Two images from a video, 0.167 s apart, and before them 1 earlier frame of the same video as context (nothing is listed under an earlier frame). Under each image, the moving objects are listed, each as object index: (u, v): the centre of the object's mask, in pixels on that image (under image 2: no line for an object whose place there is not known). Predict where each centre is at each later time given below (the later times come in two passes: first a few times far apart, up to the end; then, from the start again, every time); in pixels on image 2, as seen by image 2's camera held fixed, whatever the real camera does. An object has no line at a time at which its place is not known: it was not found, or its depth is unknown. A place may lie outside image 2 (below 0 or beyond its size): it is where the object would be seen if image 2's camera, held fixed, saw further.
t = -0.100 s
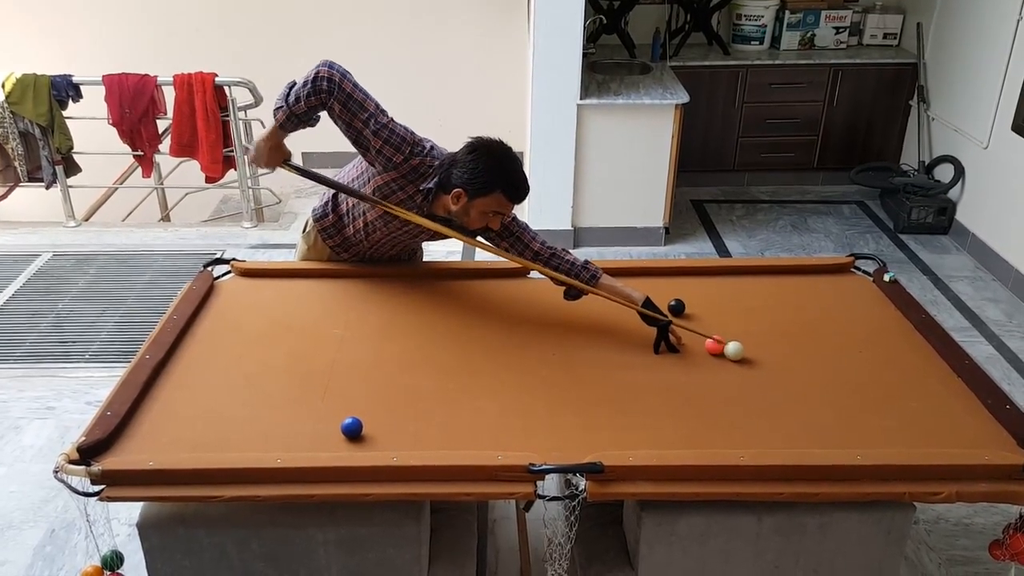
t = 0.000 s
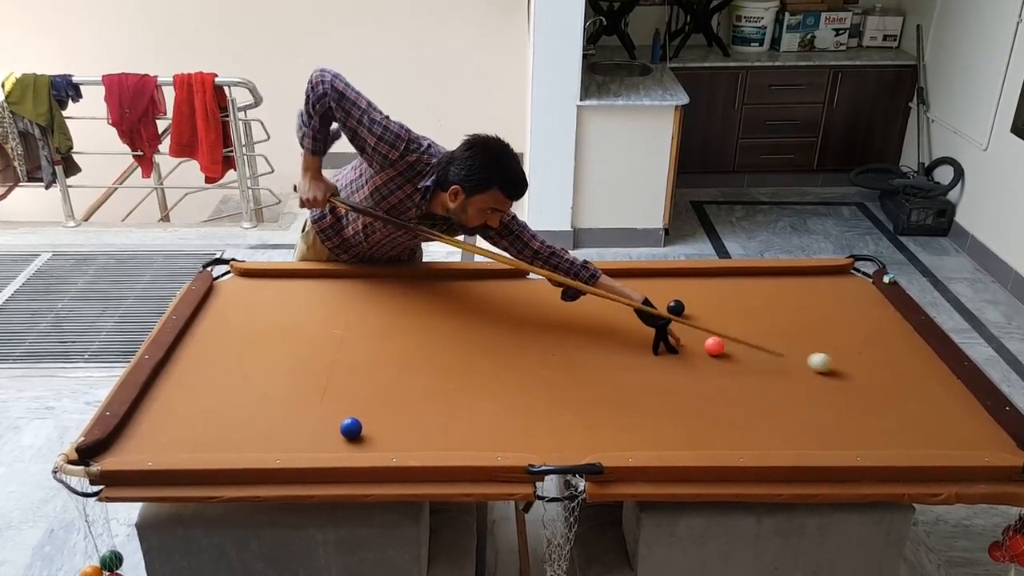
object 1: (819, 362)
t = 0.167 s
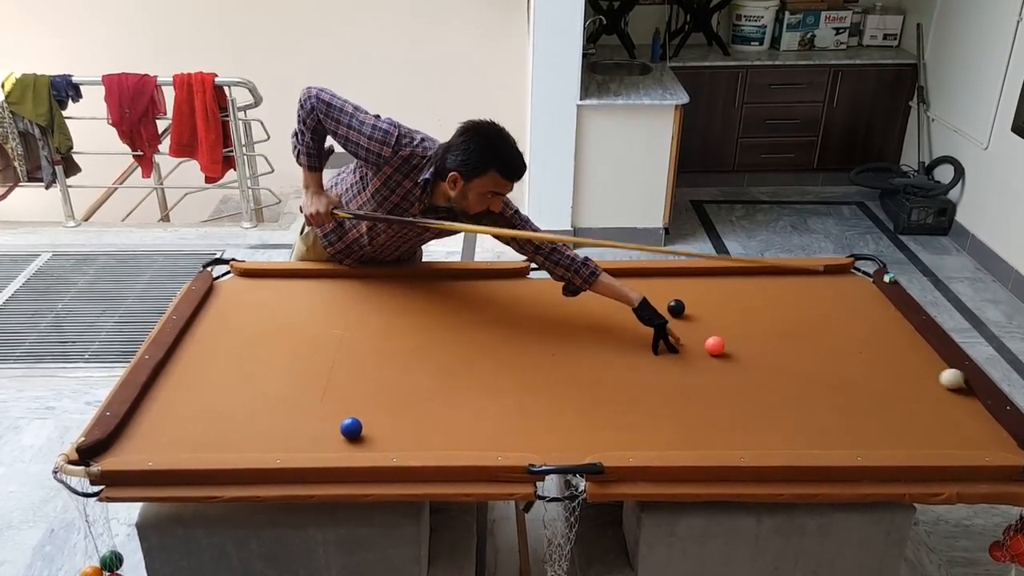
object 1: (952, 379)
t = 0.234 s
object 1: (915, 384)
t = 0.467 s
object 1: (822, 404)
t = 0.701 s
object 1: (735, 425)
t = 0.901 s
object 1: (659, 441)
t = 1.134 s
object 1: (576, 443)
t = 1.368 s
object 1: (501, 435)
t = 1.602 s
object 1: (431, 429)
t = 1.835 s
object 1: (372, 424)
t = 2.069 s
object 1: (357, 414)
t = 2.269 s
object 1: (345, 407)
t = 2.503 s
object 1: (334, 401)
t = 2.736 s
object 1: (326, 396)
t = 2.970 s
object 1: (319, 394)
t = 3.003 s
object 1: (318, 393)
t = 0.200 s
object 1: (933, 379)
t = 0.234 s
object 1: (915, 384)
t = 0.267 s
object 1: (900, 386)
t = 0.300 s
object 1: (884, 389)
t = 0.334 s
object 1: (870, 392)
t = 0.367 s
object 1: (857, 395)
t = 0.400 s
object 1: (846, 398)
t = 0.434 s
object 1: (834, 401)
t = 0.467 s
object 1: (822, 404)
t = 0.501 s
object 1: (810, 407)
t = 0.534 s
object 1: (798, 410)
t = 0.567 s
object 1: (785, 413)
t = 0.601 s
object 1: (773, 416)
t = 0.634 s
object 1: (760, 419)
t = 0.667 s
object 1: (748, 421)
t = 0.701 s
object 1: (735, 425)
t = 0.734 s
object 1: (723, 428)
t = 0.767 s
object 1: (710, 431)
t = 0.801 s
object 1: (697, 434)
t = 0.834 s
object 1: (685, 437)
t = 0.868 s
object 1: (672, 439)
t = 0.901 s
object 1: (659, 441)
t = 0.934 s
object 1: (646, 443)
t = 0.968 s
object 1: (633, 445)
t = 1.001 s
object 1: (620, 444)
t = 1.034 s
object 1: (609, 444)
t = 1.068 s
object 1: (598, 443)
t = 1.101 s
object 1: (587, 444)
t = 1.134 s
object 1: (576, 443)
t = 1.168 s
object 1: (565, 441)
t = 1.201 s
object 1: (554, 440)
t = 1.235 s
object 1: (543, 439)
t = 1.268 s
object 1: (533, 438)
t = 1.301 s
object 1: (522, 437)
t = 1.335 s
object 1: (511, 436)
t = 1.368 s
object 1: (501, 435)
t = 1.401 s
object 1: (490, 434)
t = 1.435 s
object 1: (480, 433)
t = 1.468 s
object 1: (470, 433)
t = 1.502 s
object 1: (460, 432)
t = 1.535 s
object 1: (451, 431)
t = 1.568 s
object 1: (441, 430)
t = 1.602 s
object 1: (431, 429)
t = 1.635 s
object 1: (421, 429)
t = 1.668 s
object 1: (412, 428)
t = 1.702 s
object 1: (403, 427)
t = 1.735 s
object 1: (393, 427)
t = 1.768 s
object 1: (384, 426)
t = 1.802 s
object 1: (375, 425)
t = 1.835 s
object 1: (372, 424)
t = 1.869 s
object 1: (370, 422)
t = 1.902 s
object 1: (368, 420)
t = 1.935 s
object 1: (366, 419)
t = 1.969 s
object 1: (363, 418)
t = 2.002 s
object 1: (361, 416)
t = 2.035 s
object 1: (359, 415)
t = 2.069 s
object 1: (357, 414)
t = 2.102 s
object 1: (355, 413)
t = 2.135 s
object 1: (353, 412)
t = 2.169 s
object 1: (351, 411)
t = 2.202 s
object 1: (349, 409)
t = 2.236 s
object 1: (347, 408)
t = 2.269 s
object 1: (345, 407)
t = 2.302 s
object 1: (343, 406)
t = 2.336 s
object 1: (342, 405)
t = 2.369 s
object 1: (340, 404)
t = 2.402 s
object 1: (339, 403)
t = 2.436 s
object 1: (337, 403)
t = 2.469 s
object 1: (336, 402)
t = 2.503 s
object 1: (334, 401)
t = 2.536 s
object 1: (333, 400)
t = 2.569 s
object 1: (331, 400)
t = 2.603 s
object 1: (330, 399)
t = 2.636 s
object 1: (329, 398)
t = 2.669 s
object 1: (328, 398)
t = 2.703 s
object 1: (327, 397)
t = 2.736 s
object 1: (326, 396)
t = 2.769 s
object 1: (325, 396)
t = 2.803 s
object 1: (324, 395)
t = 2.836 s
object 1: (323, 395)
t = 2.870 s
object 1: (322, 394)
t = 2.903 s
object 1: (321, 394)
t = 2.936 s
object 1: (320, 394)
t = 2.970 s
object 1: (319, 394)
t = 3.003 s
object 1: (318, 393)
